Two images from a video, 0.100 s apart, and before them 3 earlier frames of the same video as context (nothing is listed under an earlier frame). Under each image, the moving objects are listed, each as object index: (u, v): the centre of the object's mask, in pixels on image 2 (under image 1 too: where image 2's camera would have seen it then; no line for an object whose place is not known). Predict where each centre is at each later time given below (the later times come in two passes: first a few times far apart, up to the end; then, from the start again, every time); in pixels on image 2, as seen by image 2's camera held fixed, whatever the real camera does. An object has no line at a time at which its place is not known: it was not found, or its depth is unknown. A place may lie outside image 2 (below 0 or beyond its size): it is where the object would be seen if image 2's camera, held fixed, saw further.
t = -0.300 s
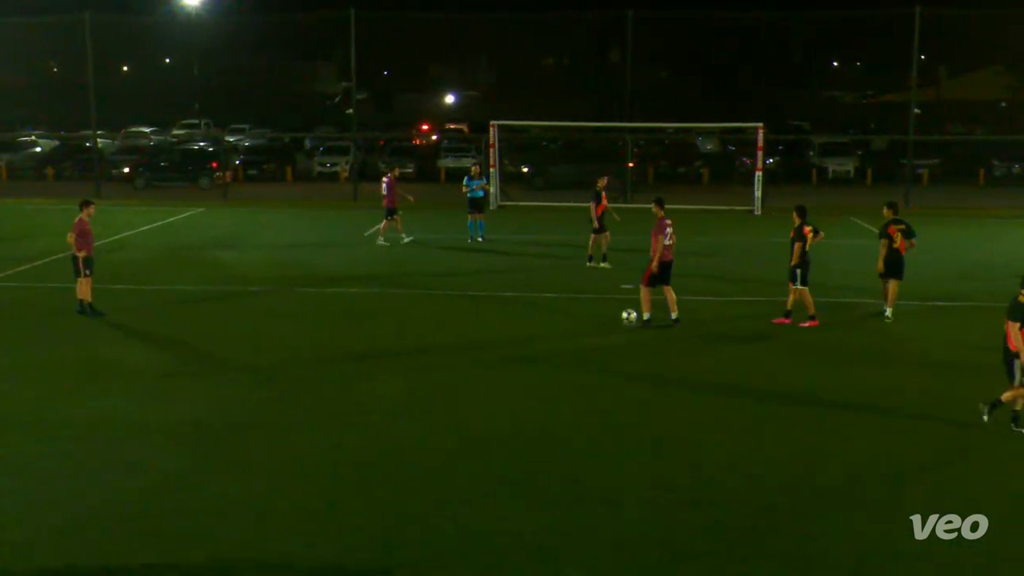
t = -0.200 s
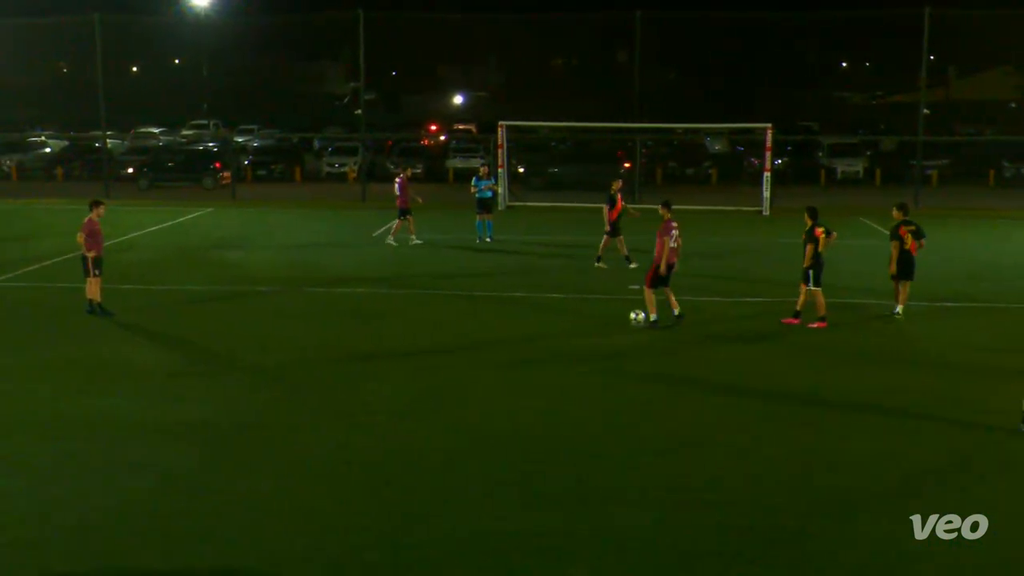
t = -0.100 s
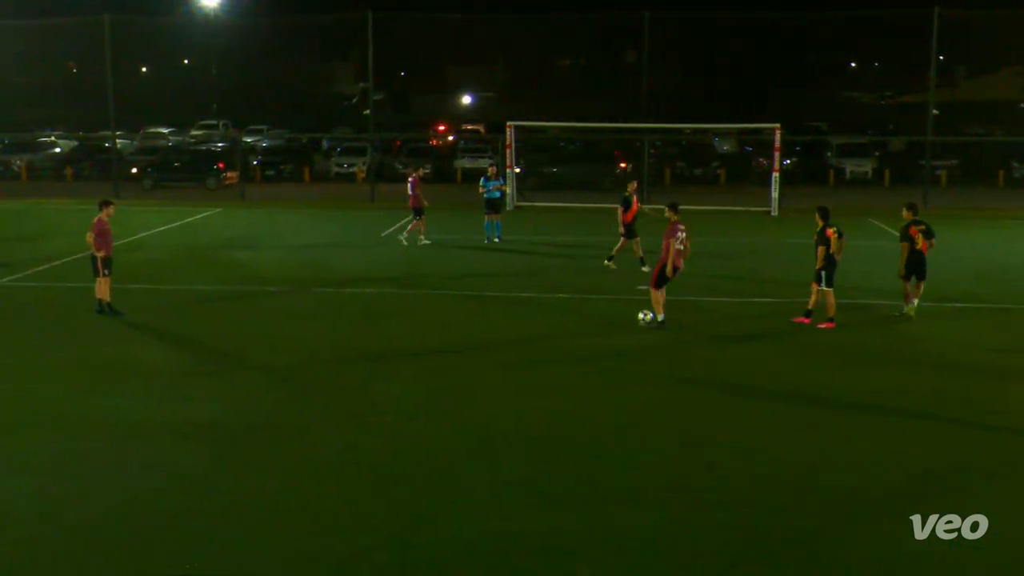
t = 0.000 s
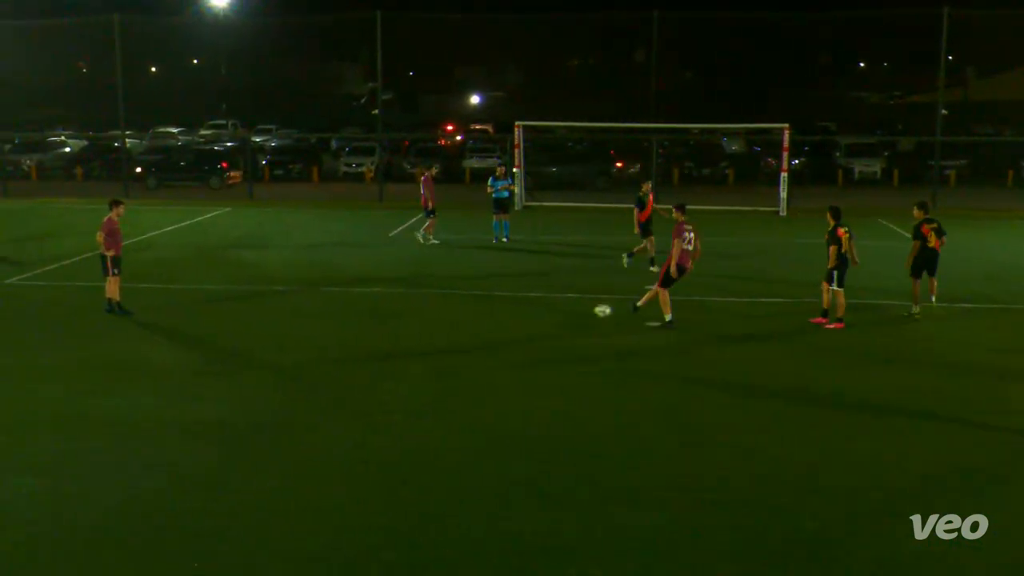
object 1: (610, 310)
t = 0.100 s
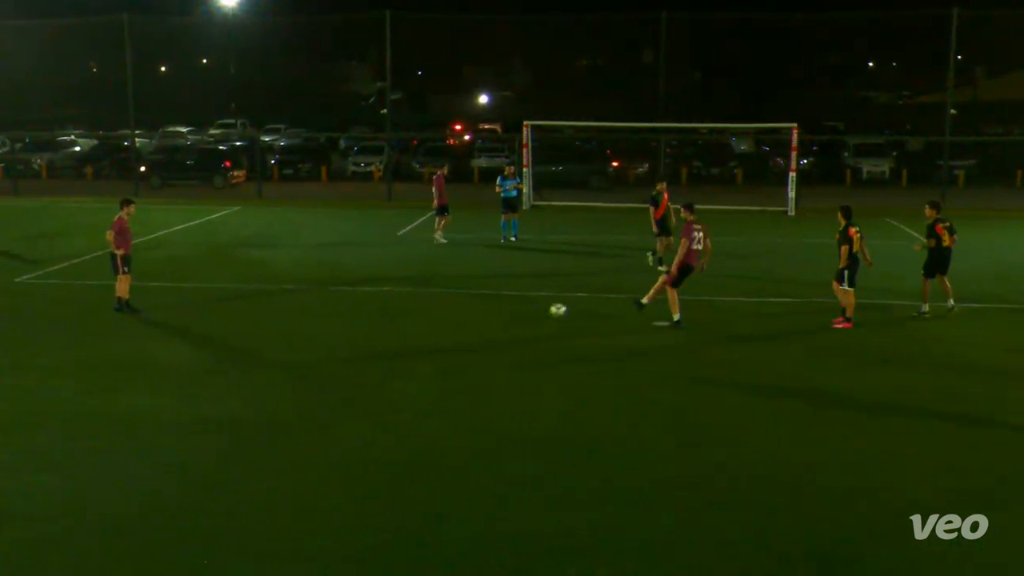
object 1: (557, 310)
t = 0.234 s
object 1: (496, 308)
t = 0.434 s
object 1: (420, 303)
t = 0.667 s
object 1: (350, 300)
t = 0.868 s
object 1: (298, 298)
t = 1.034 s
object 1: (257, 297)
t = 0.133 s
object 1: (540, 310)
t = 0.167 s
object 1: (525, 309)
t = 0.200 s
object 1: (510, 309)
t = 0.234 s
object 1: (496, 308)
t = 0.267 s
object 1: (482, 306)
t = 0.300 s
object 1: (469, 306)
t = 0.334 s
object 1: (456, 305)
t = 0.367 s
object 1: (444, 305)
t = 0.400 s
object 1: (432, 304)
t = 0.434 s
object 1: (420, 303)
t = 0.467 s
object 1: (409, 302)
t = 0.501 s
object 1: (398, 302)
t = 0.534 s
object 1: (387, 302)
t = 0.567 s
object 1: (377, 301)
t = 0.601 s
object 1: (367, 301)
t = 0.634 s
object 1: (358, 300)
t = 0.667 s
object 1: (350, 300)
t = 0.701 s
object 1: (340, 300)
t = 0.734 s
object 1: (331, 299)
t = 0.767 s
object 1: (323, 299)
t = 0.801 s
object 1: (315, 299)
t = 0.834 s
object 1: (307, 299)
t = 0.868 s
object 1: (298, 298)
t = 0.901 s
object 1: (290, 298)
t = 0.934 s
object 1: (281, 298)
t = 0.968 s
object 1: (273, 298)
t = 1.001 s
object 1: (265, 297)
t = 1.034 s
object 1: (257, 297)
